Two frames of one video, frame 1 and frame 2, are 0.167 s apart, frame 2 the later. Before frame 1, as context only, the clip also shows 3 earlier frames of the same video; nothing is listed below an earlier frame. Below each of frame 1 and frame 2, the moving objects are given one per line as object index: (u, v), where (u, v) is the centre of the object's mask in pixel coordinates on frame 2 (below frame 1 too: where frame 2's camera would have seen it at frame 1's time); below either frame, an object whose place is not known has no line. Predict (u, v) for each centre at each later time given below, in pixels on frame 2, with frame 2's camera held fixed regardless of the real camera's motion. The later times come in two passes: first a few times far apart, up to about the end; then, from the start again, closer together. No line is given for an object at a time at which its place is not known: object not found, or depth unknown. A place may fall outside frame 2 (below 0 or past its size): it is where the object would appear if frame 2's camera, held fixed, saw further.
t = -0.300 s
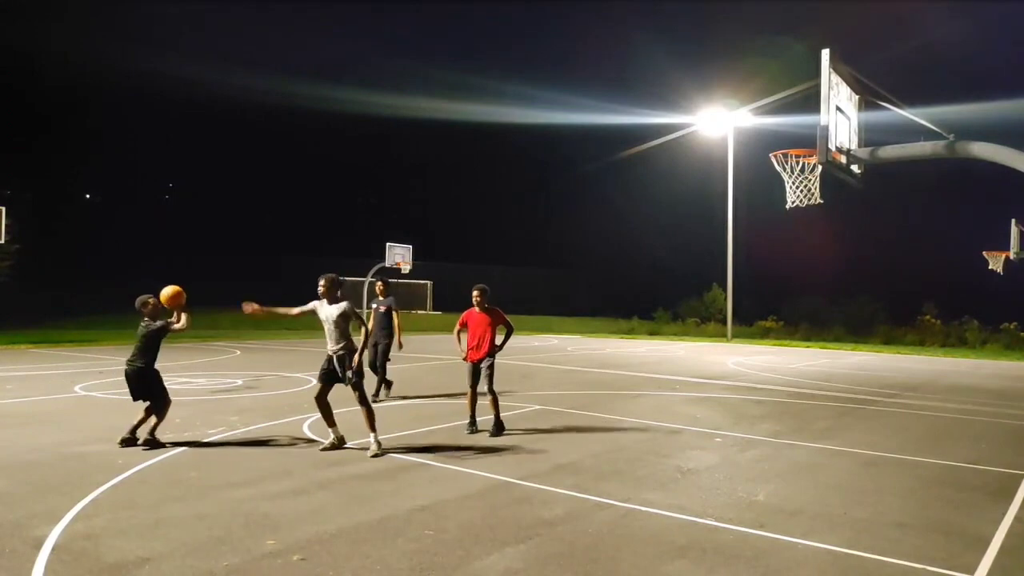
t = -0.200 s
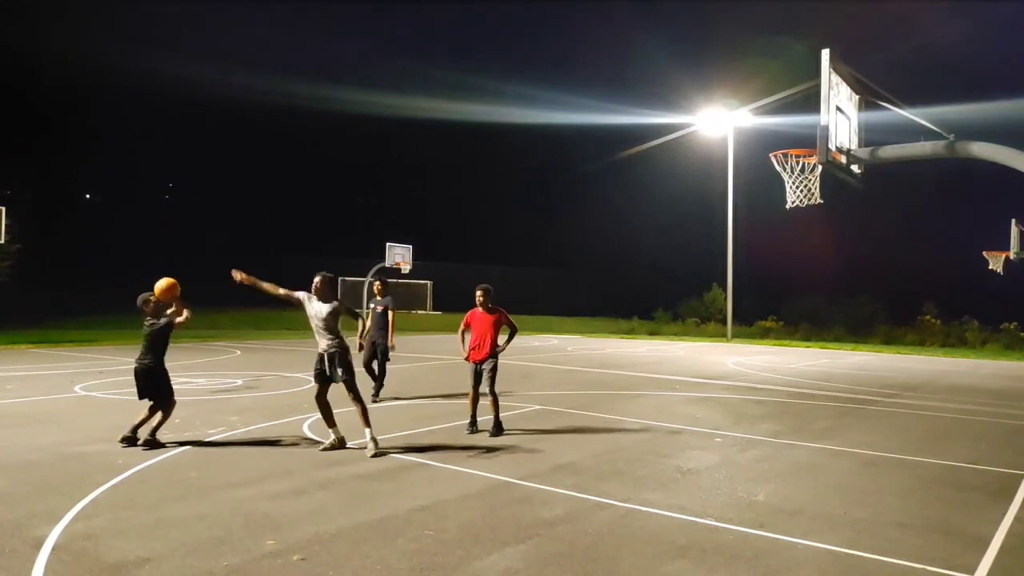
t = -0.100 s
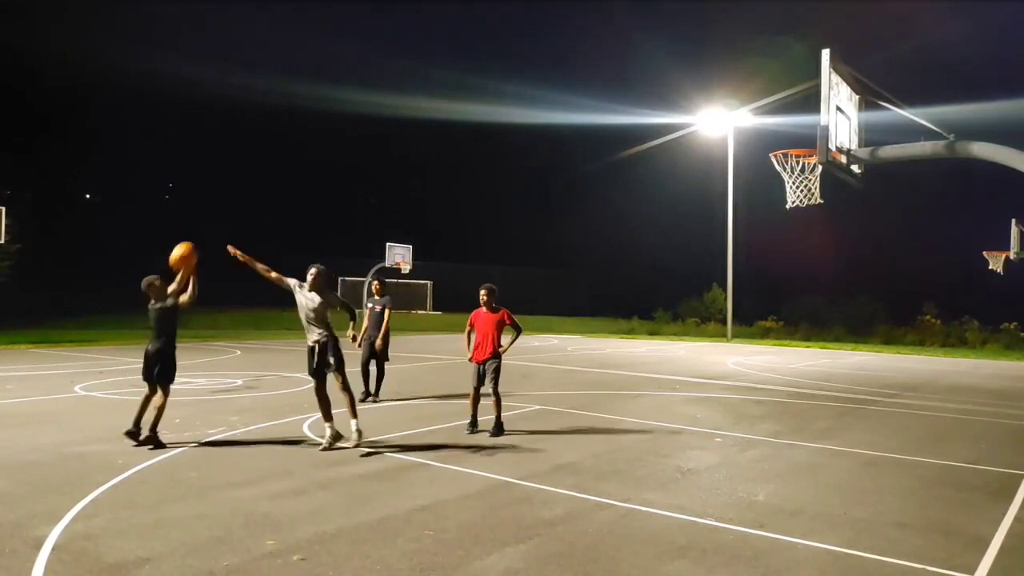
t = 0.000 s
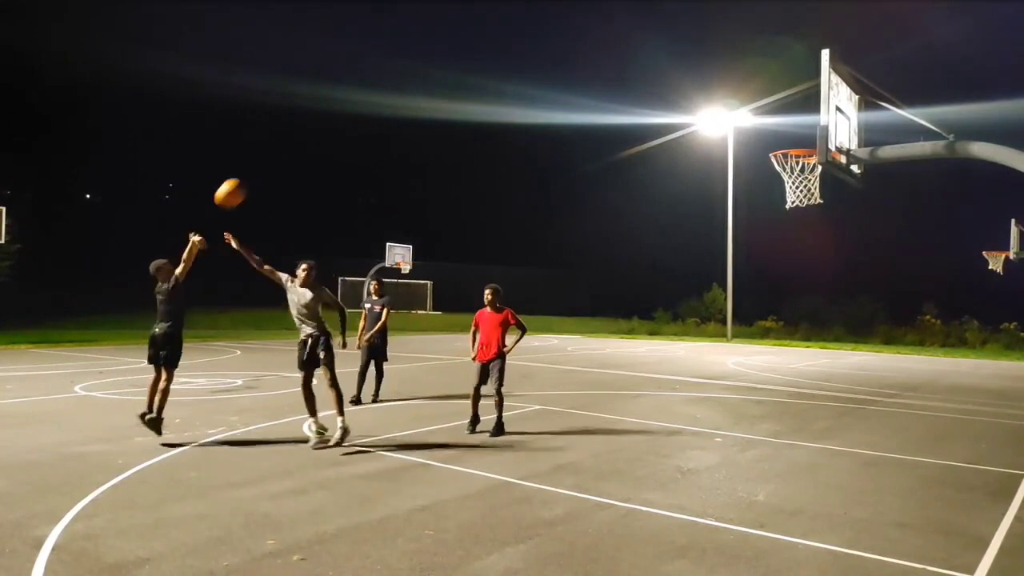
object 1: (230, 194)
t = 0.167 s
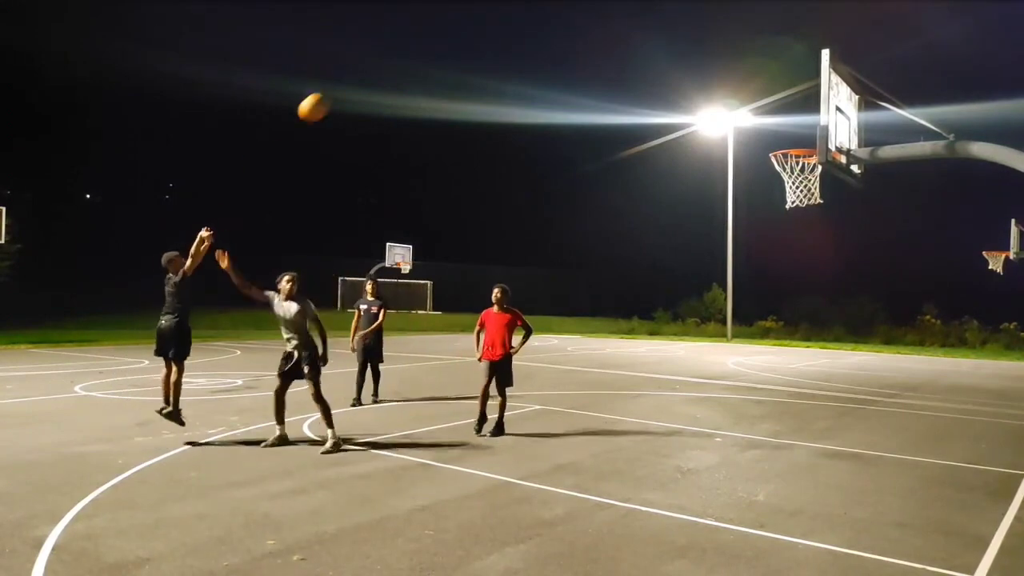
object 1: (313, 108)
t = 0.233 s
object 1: (345, 82)
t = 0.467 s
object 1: (459, 21)
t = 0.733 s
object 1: (590, 16)
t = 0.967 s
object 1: (703, 68)
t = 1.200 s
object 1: (821, 181)
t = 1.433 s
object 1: (858, 246)
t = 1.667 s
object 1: (895, 370)
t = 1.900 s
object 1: (915, 424)
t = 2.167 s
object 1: (906, 325)
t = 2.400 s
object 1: (901, 303)
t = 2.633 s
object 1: (893, 336)
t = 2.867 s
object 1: (886, 432)
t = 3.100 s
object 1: (882, 418)
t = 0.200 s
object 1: (329, 94)
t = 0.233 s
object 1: (345, 82)
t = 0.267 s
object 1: (361, 70)
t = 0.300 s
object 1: (377, 59)
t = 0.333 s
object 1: (394, 49)
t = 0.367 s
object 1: (410, 40)
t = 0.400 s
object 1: (427, 33)
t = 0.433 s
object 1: (443, 26)
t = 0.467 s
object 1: (459, 21)
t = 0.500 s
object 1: (475, 16)
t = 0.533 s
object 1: (491, 13)
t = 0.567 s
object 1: (508, 11)
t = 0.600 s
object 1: (524, 11)
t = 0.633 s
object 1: (541, 11)
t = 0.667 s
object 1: (557, 11)
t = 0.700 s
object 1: (573, 12)
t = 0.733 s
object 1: (590, 16)
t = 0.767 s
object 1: (606, 20)
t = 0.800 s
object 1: (622, 26)
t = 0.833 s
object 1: (638, 32)
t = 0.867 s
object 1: (655, 40)
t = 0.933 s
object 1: (688, 58)
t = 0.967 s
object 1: (703, 68)
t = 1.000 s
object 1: (719, 82)
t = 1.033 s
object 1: (736, 93)
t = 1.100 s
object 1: (770, 131)
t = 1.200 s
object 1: (821, 181)
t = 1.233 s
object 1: (827, 187)
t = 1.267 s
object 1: (831, 194)
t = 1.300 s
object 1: (836, 202)
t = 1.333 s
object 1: (842, 211)
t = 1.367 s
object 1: (847, 222)
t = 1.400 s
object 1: (852, 233)
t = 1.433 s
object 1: (858, 246)
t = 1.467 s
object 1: (862, 260)
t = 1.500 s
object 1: (867, 275)
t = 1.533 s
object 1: (872, 291)
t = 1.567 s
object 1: (877, 309)
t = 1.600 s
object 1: (882, 327)
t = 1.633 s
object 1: (889, 346)
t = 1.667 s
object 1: (895, 370)
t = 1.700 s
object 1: (900, 391)
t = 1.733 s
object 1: (905, 416)
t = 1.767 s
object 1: (910, 440)
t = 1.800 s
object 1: (917, 467)
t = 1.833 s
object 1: (917, 460)
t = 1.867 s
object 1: (916, 441)
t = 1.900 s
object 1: (915, 424)
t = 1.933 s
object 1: (914, 408)
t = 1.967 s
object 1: (914, 392)
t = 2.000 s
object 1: (913, 379)
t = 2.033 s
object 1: (912, 366)
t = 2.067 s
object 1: (911, 353)
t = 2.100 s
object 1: (910, 343)
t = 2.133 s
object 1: (907, 333)
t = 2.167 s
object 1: (906, 325)
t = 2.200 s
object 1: (904, 318)
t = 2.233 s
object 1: (904, 312)
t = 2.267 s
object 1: (904, 309)
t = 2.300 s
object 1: (903, 306)
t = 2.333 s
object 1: (902, 304)
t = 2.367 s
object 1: (901, 303)
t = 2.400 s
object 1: (901, 303)
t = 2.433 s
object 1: (900, 304)
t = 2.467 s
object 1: (899, 306)
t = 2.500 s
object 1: (898, 310)
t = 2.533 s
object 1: (895, 314)
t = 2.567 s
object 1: (894, 320)
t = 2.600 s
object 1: (893, 328)
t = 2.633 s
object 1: (893, 336)
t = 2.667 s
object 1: (893, 346)
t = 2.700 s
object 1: (892, 357)
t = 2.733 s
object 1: (891, 371)
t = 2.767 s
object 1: (890, 384)
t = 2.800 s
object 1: (889, 398)
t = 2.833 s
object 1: (887, 414)
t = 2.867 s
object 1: (886, 432)
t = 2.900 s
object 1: (885, 450)
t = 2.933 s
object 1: (884, 470)
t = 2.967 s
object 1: (884, 469)
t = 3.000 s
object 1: (883, 455)
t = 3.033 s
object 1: (883, 441)
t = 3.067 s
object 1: (883, 429)
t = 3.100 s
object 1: (882, 418)
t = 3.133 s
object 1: (883, 408)
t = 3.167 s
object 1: (882, 399)
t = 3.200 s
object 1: (882, 392)
